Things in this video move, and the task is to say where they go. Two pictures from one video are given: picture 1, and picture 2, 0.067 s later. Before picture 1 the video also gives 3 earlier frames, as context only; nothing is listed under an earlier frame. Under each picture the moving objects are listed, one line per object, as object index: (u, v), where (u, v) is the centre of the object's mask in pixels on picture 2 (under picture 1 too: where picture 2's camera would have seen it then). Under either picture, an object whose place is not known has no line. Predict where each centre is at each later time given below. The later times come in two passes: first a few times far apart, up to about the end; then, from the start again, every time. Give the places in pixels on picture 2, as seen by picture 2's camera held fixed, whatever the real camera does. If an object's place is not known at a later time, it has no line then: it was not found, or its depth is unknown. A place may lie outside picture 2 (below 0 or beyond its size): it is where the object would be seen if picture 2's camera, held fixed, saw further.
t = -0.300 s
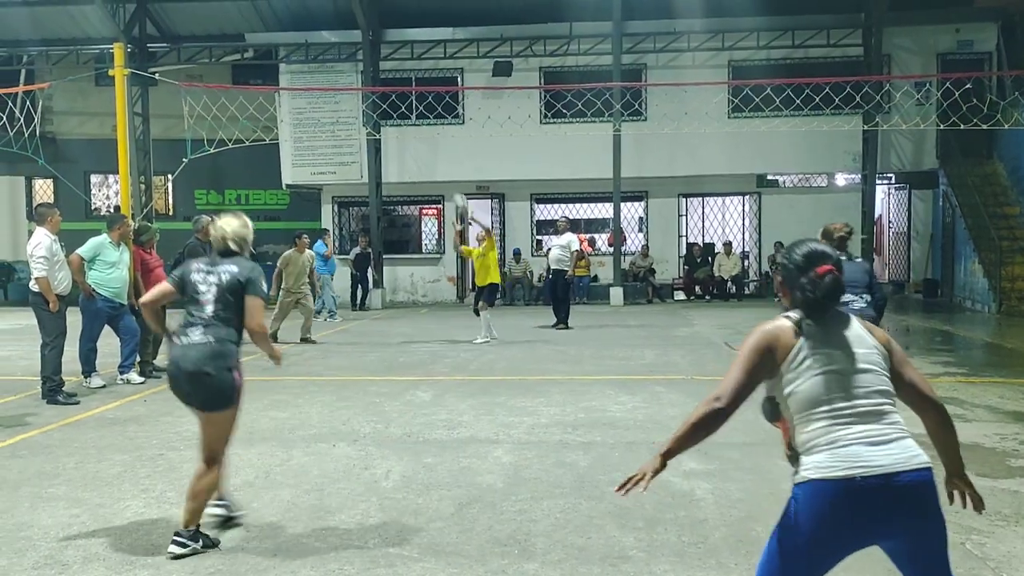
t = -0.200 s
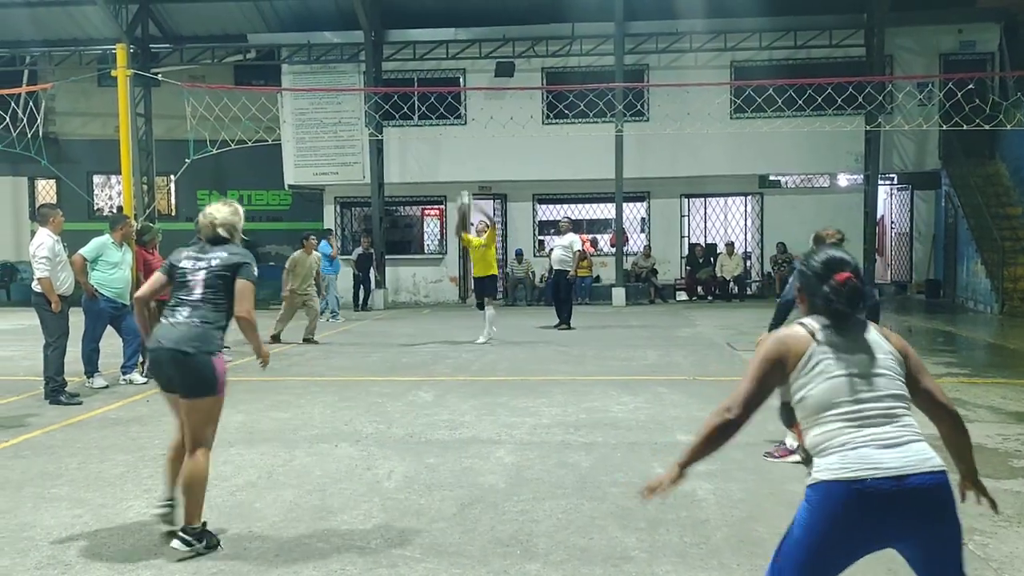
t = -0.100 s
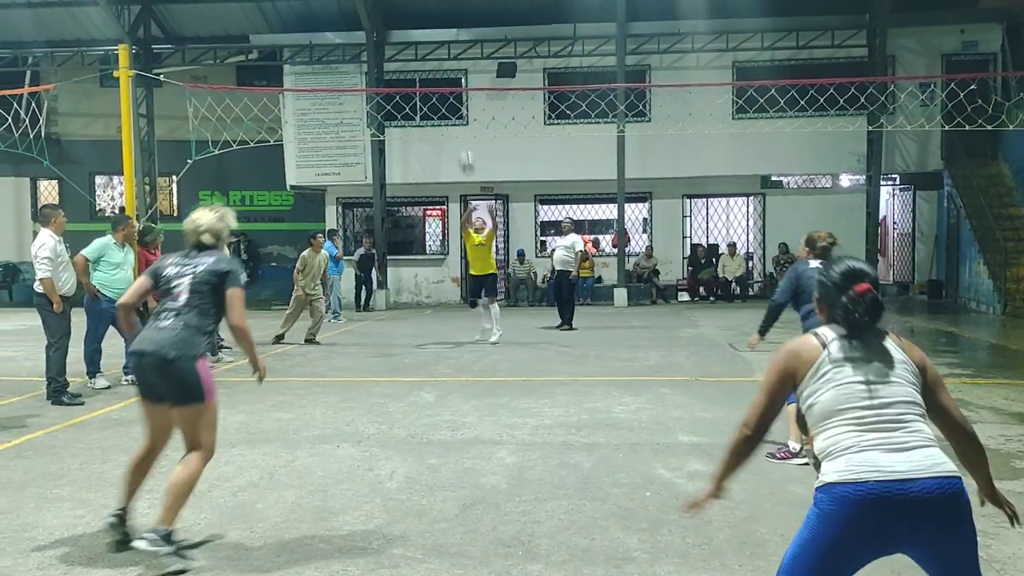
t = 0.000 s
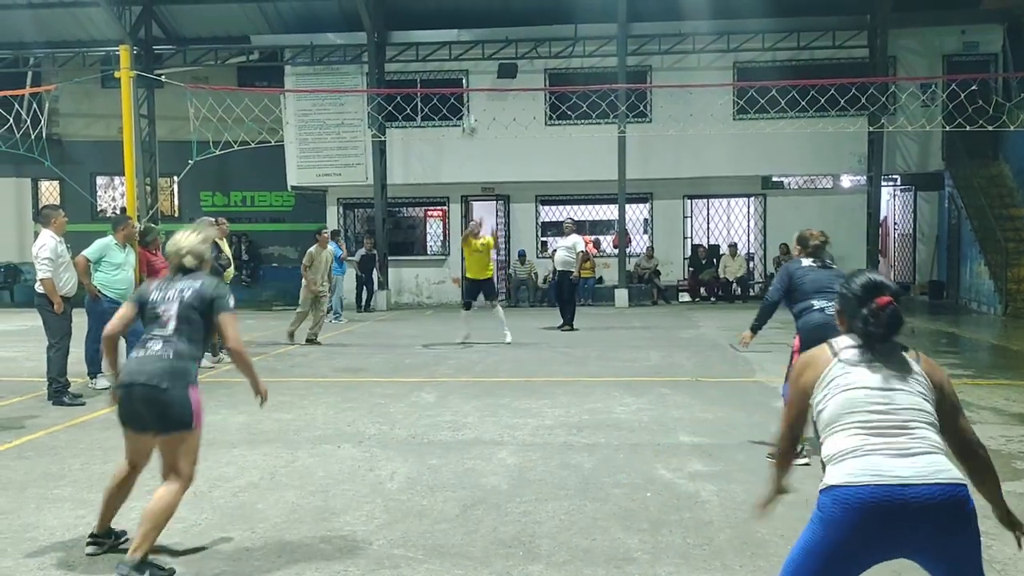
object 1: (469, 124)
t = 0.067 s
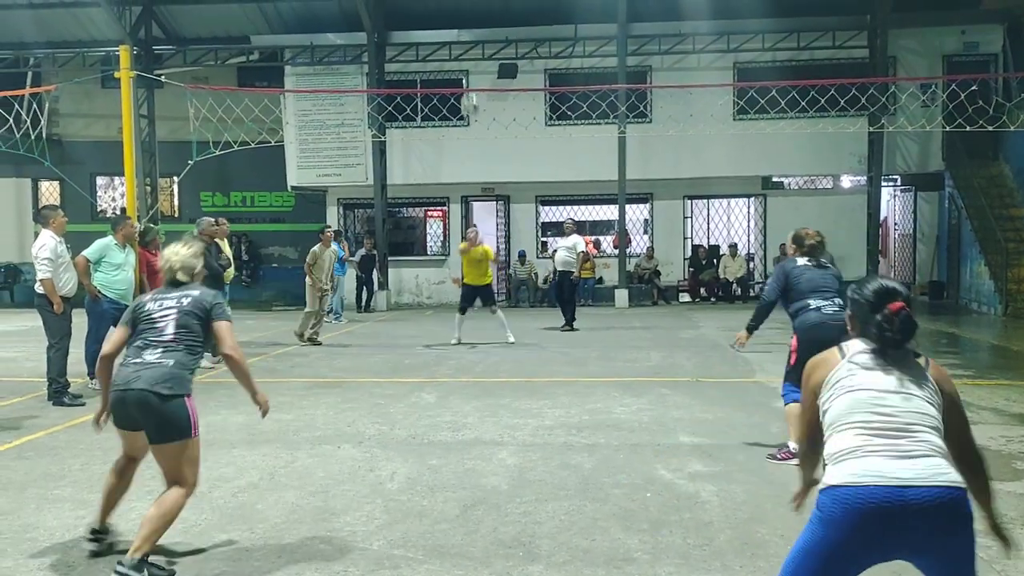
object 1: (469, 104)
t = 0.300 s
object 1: (477, 45)
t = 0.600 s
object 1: (493, 37)
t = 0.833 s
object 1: (518, 134)
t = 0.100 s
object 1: (471, 96)
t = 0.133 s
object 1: (472, 81)
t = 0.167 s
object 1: (473, 75)
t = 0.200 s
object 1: (473, 65)
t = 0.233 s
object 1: (475, 57)
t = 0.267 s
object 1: (476, 51)
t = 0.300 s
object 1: (477, 45)
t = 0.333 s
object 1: (478, 40)
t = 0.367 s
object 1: (479, 35)
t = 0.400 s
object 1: (480, 33)
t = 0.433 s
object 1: (482, 31)
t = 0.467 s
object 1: (484, 30)
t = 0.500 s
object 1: (486, 30)
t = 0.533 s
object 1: (488, 31)
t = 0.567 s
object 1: (491, 33)
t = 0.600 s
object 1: (493, 37)
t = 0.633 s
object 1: (496, 45)
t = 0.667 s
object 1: (498, 54)
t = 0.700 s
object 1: (503, 63)
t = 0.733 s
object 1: (505, 74)
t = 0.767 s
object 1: (508, 93)
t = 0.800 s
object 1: (512, 113)
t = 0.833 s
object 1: (518, 134)
